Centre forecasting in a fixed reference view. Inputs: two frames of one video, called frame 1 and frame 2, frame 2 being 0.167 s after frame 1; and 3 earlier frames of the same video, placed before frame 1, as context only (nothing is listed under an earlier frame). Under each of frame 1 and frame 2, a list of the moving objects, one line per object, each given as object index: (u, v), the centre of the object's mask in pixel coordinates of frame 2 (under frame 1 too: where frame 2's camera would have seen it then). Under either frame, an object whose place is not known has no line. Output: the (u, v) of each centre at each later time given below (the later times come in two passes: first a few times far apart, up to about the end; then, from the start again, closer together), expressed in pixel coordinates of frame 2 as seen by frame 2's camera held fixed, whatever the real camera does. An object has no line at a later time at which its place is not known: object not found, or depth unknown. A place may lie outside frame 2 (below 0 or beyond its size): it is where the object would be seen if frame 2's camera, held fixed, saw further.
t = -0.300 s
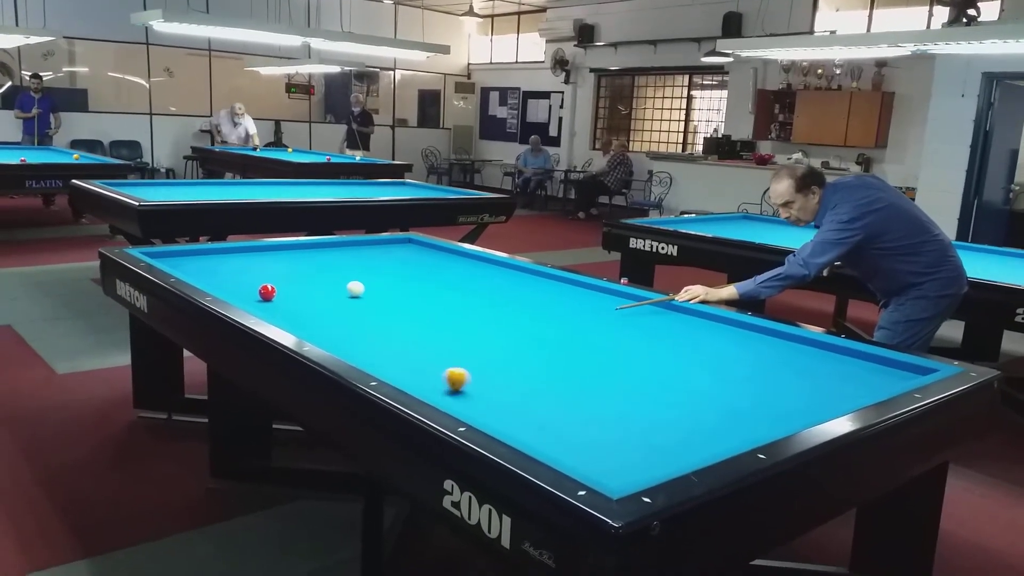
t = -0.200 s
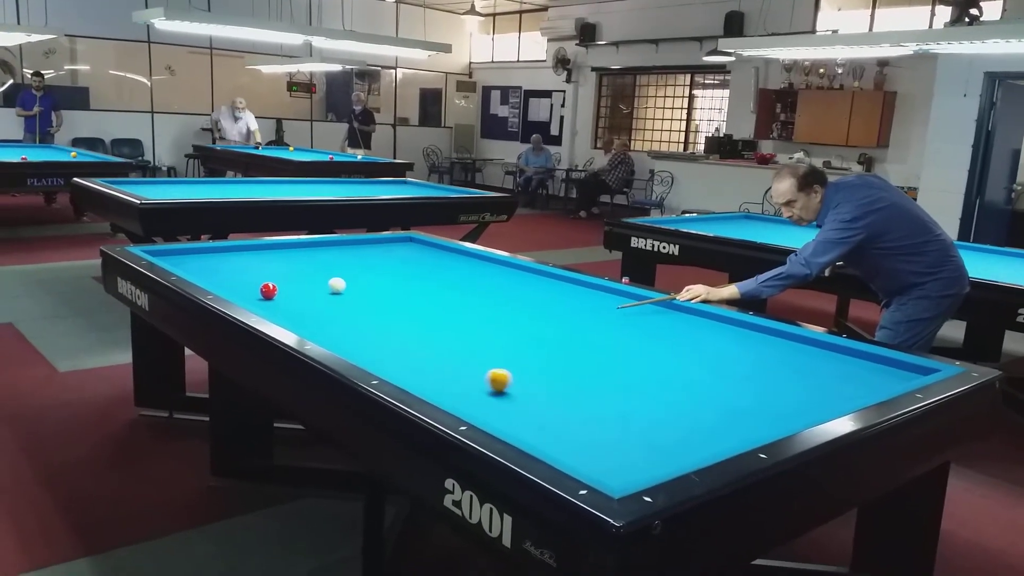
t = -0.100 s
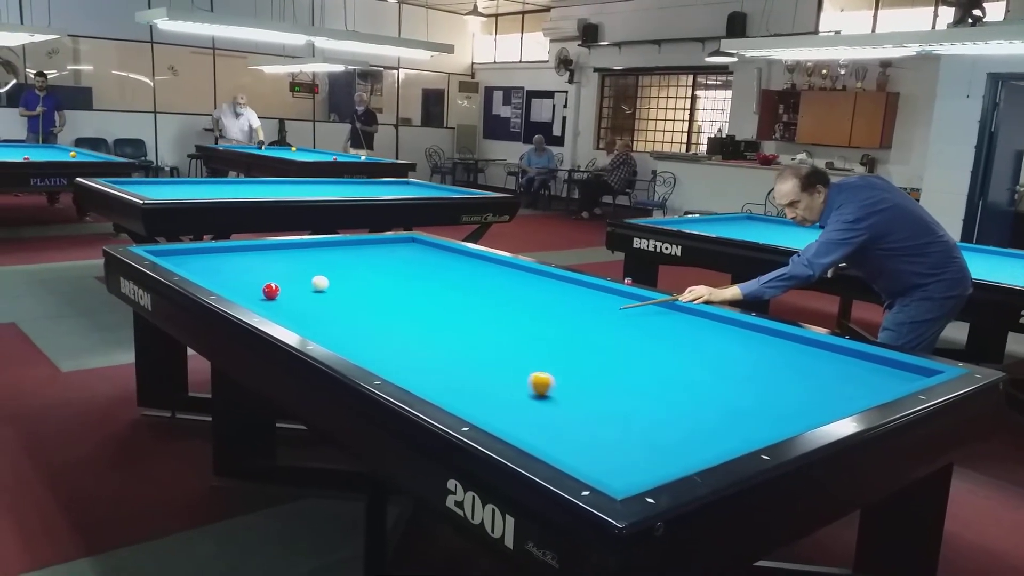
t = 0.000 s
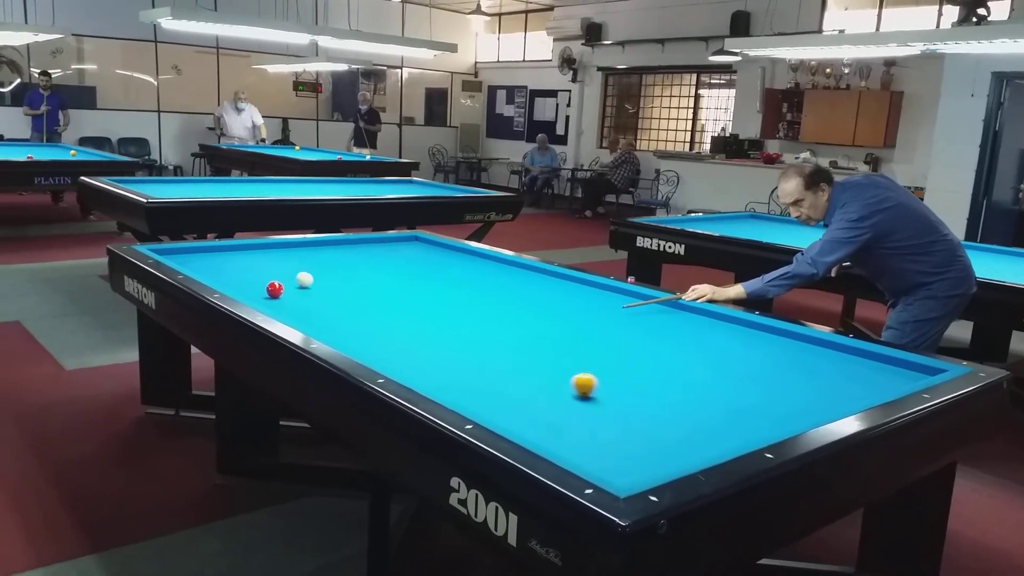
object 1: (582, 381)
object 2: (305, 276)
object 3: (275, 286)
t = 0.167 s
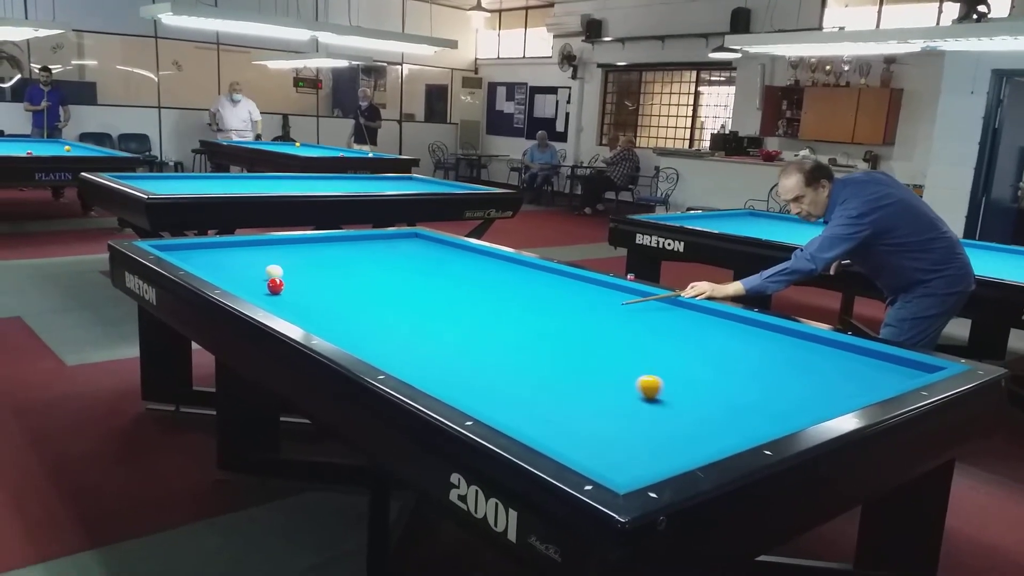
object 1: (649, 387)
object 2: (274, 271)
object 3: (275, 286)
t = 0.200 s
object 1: (664, 388)
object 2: (268, 271)
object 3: (275, 286)
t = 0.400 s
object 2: (232, 267)
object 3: (274, 285)
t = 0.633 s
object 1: (837, 398)
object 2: (193, 261)
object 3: (275, 286)
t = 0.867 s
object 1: (837, 382)
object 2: (189, 257)
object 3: (275, 286)
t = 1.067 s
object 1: (836, 367)
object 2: (192, 253)
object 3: (275, 286)
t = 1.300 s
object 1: (835, 353)
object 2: (194, 248)
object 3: (275, 285)
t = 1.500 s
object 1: (830, 342)
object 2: (196, 245)
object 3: (275, 286)
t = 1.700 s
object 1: (791, 339)
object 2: (210, 246)
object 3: (275, 286)
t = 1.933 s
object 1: (747, 335)
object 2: (226, 247)
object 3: (274, 286)
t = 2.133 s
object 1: (712, 332)
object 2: (240, 248)
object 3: (274, 286)
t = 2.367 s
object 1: (673, 328)
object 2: (256, 250)
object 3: (275, 286)
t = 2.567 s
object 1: (639, 325)
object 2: (269, 251)
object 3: (275, 286)
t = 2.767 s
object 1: (608, 322)
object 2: (282, 252)
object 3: (275, 285)
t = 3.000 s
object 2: (296, 254)
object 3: (274, 286)
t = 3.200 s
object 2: (308, 255)
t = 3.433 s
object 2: (322, 256)
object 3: (274, 286)
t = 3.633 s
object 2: (333, 257)
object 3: (274, 286)
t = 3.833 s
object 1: (455, 310)
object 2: (344, 258)
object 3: (274, 286)
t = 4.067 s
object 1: (425, 307)
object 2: (357, 259)
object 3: (275, 286)
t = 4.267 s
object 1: (400, 305)
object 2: (367, 260)
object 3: (275, 286)
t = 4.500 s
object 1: (371, 303)
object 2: (378, 261)
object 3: (275, 286)
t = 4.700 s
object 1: (347, 301)
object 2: (387, 262)
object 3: (275, 286)
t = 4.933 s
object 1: (320, 299)
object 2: (397, 263)
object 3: (275, 286)
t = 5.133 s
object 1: (297, 297)
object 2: (406, 264)
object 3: (275, 286)
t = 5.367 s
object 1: (272, 295)
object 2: (415, 264)
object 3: (276, 283)
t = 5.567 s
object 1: (251, 291)
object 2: (422, 265)
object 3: (275, 286)
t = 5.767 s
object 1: (253, 290)
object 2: (430, 266)
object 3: (275, 286)
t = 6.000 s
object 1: (257, 288)
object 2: (437, 267)
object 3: (275, 286)
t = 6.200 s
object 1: (257, 285)
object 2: (443, 267)
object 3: (277, 286)
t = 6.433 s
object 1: (257, 283)
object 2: (450, 268)
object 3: (280, 285)
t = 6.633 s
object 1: (257, 281)
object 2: (455, 269)
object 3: (282, 285)
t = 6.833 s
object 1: (256, 279)
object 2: (460, 269)
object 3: (284, 285)
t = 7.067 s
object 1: (256, 277)
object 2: (465, 270)
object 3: (285, 285)
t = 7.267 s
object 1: (256, 276)
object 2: (468, 270)
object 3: (285, 285)
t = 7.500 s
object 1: (255, 274)
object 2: (472, 270)
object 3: (285, 285)
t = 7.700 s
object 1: (255, 273)
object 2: (475, 270)
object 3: (285, 285)
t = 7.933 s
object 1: (255, 272)
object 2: (478, 271)
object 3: (285, 285)
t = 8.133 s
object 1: (255, 271)
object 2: (480, 271)
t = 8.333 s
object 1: (255, 270)
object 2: (482, 271)
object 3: (285, 285)
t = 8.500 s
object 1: (254, 269)
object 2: (484, 271)
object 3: (285, 285)
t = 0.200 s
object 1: (664, 388)
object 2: (268, 271)
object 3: (275, 286)
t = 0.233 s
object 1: (677, 389)
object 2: (262, 271)
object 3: (275, 286)
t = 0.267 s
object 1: (689, 390)
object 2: (256, 270)
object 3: (275, 286)
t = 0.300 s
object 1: (702, 390)
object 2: (250, 270)
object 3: (275, 286)
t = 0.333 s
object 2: (244, 268)
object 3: (274, 285)
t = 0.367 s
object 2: (237, 267)
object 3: (274, 285)
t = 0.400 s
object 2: (232, 267)
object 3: (274, 285)
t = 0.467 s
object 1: (768, 395)
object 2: (221, 266)
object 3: (275, 285)
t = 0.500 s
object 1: (784, 397)
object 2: (216, 265)
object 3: (275, 285)
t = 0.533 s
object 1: (798, 398)
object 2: (210, 265)
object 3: (275, 286)
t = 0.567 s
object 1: (813, 400)
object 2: (204, 264)
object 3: (275, 286)
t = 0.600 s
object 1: (825, 400)
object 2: (199, 263)
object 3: (275, 286)
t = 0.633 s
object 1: (837, 398)
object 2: (193, 261)
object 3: (275, 286)
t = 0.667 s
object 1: (839, 397)
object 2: (188, 260)
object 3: (275, 286)
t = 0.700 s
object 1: (838, 395)
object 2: (187, 260)
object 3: (275, 286)
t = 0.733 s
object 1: (837, 393)
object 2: (188, 259)
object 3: (275, 286)
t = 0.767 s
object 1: (837, 390)
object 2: (188, 259)
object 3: (275, 285)
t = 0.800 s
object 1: (837, 387)
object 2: (189, 258)
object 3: (275, 286)
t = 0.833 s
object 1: (837, 384)
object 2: (189, 258)
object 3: (275, 286)
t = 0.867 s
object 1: (837, 382)
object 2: (189, 257)
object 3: (275, 286)
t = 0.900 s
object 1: (837, 379)
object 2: (189, 257)
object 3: (275, 286)
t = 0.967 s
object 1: (836, 374)
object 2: (190, 255)
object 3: (275, 286)
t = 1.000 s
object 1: (836, 372)
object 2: (191, 254)
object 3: (275, 286)
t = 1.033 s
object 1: (836, 369)
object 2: (191, 254)
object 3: (275, 286)
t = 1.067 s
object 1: (836, 367)
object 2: (192, 253)
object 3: (275, 286)
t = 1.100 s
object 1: (836, 365)
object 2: (192, 252)
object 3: (275, 285)
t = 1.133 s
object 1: (836, 363)
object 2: (192, 251)
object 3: (275, 285)
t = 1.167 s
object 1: (835, 360)
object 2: (193, 251)
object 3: (275, 286)
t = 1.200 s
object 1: (835, 358)
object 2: (193, 250)
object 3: (275, 286)
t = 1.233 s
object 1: (835, 357)
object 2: (193, 250)
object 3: (275, 286)
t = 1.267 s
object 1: (835, 355)
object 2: (194, 249)
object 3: (275, 285)
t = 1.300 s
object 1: (835, 353)
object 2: (194, 248)
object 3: (275, 285)
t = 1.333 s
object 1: (835, 350)
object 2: (194, 248)
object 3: (275, 285)
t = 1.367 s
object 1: (835, 348)
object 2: (195, 247)
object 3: (275, 285)
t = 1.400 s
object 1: (835, 347)
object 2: (195, 246)
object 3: (275, 286)
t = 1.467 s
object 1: (834, 343)
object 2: (195, 245)
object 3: (275, 286)
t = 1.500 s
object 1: (830, 342)
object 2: (196, 245)
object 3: (275, 286)
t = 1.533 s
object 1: (822, 342)
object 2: (198, 245)
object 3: (275, 286)
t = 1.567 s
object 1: (816, 341)
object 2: (200, 245)
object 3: (275, 286)
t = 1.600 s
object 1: (810, 340)
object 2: (203, 245)
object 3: (275, 286)
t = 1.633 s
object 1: (803, 340)
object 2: (205, 245)
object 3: (275, 286)
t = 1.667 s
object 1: (797, 339)
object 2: (208, 246)
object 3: (274, 286)
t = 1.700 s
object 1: (791, 339)
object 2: (210, 246)
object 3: (275, 286)
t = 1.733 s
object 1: (784, 338)
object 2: (212, 246)
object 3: (275, 286)
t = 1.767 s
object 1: (778, 337)
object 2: (215, 246)
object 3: (275, 286)
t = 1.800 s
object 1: (772, 337)
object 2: (217, 246)
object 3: (275, 286)
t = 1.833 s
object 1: (765, 337)
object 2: (219, 247)
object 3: (274, 286)
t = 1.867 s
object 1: (760, 336)
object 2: (222, 247)
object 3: (274, 286)
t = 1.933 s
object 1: (747, 335)
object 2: (226, 247)
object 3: (274, 286)
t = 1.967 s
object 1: (742, 335)
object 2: (229, 247)
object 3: (274, 286)
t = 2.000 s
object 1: (736, 334)
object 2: (231, 248)
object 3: (274, 286)
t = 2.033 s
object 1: (730, 334)
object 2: (233, 248)
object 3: (274, 286)
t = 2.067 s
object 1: (724, 333)
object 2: (236, 248)
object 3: (274, 286)
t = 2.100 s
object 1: (718, 332)
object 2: (238, 248)
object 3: (274, 286)
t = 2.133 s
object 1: (712, 332)
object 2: (240, 248)
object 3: (274, 286)
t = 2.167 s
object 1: (706, 331)
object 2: (243, 249)
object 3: (274, 286)
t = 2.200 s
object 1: (701, 331)
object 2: (245, 249)
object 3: (274, 286)
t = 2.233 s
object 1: (695, 330)
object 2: (247, 249)
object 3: (274, 286)
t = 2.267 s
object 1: (689, 330)
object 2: (250, 249)
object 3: (274, 286)
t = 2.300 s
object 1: (684, 329)
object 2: (252, 249)
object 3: (274, 286)
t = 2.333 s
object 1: (678, 329)
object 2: (254, 250)
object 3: (274, 286)
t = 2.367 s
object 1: (673, 328)
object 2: (256, 250)
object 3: (275, 286)
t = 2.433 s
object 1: (661, 327)
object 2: (261, 251)
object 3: (275, 286)
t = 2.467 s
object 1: (656, 327)
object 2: (263, 251)
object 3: (275, 286)
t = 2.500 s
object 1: (650, 326)
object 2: (265, 251)
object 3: (275, 286)
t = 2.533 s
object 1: (645, 326)
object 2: (267, 251)
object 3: (275, 286)
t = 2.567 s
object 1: (639, 325)
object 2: (269, 251)
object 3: (275, 286)
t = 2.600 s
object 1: (634, 325)
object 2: (272, 251)
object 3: (275, 286)
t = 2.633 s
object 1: (629, 324)
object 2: (274, 252)
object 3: (275, 286)
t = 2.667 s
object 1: (623, 324)
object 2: (276, 252)
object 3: (275, 286)
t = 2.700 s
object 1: (618, 323)
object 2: (278, 252)
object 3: (275, 286)
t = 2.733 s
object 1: (613, 323)
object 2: (280, 252)
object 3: (275, 285)
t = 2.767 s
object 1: (608, 322)
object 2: (282, 252)
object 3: (275, 285)
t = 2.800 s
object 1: (602, 322)
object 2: (285, 253)
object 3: (275, 286)
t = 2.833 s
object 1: (597, 322)
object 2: (286, 253)
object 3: (274, 286)
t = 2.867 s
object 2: (289, 253)
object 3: (275, 286)
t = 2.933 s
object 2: (293, 254)
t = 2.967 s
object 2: (295, 254)
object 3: (274, 286)
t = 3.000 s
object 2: (296, 254)
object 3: (274, 286)
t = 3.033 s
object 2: (299, 254)
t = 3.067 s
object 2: (300, 254)
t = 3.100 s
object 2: (302, 254)
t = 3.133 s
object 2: (304, 254)
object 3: (273, 286)
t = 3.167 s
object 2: (306, 255)
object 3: (273, 287)
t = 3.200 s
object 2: (308, 255)
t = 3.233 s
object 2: (310, 255)
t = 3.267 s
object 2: (312, 255)
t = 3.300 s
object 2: (314, 255)
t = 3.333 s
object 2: (316, 255)
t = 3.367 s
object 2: (318, 256)
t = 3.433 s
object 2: (322, 256)
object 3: (274, 286)
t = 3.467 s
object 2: (324, 256)
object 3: (274, 286)
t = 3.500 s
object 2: (326, 256)
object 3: (274, 286)
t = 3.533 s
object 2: (328, 257)
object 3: (274, 286)
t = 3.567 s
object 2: (329, 257)
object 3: (274, 286)
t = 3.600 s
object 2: (332, 257)
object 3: (274, 286)
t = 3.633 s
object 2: (333, 257)
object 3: (274, 286)
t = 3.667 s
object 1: (477, 311)
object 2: (335, 257)
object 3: (274, 286)
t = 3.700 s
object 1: (473, 311)
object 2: (337, 257)
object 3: (274, 286)
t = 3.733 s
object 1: (468, 311)
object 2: (339, 257)
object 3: (274, 286)
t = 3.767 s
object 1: (464, 310)
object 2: (341, 258)
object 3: (274, 286)
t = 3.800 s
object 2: (343, 258)
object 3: (274, 286)
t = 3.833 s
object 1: (455, 310)
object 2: (344, 258)
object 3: (274, 286)
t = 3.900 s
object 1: (446, 309)
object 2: (348, 258)
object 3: (274, 286)
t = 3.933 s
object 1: (442, 308)
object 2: (350, 259)
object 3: (275, 286)
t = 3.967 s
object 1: (437, 308)
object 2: (352, 259)
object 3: (275, 286)
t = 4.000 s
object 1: (433, 308)
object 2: (354, 259)
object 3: (275, 286)
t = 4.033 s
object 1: (429, 307)
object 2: (355, 259)
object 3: (275, 286)
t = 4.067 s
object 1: (425, 307)
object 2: (357, 259)
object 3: (275, 286)
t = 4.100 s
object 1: (421, 307)
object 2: (359, 259)
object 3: (275, 286)
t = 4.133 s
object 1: (416, 306)
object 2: (360, 260)
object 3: (275, 286)
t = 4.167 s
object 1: (412, 306)
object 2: (362, 260)
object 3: (275, 286)
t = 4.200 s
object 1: (408, 306)
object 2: (364, 260)
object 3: (275, 286)
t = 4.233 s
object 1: (404, 305)
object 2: (365, 260)
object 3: (275, 286)
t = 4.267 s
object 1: (400, 305)
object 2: (367, 260)
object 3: (275, 286)
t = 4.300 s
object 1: (396, 305)
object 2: (369, 260)
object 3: (275, 286)
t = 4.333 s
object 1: (391, 304)
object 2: (370, 260)
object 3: (275, 286)
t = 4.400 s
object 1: (383, 304)
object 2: (374, 261)
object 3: (275, 287)
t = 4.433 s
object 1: (379, 304)
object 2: (375, 261)
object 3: (275, 286)
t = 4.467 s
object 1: (375, 303)
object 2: (377, 261)
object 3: (275, 286)
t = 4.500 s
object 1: (371, 303)
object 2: (378, 261)
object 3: (275, 286)
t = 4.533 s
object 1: (367, 302)
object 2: (380, 261)
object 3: (275, 286)
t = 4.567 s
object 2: (381, 261)
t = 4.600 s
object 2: (383, 261)
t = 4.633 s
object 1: (355, 301)
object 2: (384, 261)
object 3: (276, 285)
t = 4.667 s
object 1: (351, 301)
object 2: (386, 262)
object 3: (275, 286)
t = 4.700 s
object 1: (347, 301)
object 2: (387, 262)
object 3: (275, 286)
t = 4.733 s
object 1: (343, 301)
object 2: (389, 262)
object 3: (274, 286)
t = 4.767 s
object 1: (339, 301)
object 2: (390, 263)
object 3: (275, 287)
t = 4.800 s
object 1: (335, 300)
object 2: (392, 262)
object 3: (275, 286)
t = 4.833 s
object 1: (331, 300)
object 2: (393, 263)
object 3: (275, 286)
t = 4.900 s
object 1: (324, 299)
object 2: (396, 263)
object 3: (275, 286)
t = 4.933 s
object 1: (320, 299)
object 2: (397, 263)
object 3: (275, 286)
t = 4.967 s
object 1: (316, 298)
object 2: (399, 263)
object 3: (275, 286)
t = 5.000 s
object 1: (312, 298)
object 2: (400, 263)
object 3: (275, 286)
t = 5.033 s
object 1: (308, 298)
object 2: (402, 263)
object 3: (275, 286)
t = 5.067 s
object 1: (304, 298)
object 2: (403, 263)
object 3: (275, 286)
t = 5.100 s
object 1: (301, 297)
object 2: (404, 263)
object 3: (275, 286)
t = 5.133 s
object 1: (297, 297)
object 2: (406, 264)
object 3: (275, 286)
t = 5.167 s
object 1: (294, 297)
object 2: (407, 264)
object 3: (275, 286)
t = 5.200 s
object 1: (290, 296)
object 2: (409, 264)
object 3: (275, 286)
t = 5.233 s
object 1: (286, 296)
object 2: (410, 264)
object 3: (274, 285)
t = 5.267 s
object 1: (283, 296)
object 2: (411, 264)
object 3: (274, 285)
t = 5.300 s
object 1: (279, 295)
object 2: (412, 264)
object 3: (274, 283)
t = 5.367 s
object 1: (272, 295)
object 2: (415, 264)
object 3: (276, 283)
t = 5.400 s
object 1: (268, 295)
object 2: (416, 264)
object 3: (276, 284)
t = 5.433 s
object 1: (265, 294)
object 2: (418, 265)
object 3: (276, 285)
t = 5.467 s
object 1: (261, 294)
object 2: (419, 265)
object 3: (275, 286)
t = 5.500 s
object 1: (258, 292)
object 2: (420, 265)
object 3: (275, 286)
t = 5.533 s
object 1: (255, 292)
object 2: (421, 265)
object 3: (275, 286)
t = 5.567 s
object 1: (251, 291)
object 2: (422, 265)
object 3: (275, 286)
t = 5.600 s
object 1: (251, 291)
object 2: (423, 265)
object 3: (275, 286)
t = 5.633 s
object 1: (251, 291)
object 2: (425, 265)
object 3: (275, 286)
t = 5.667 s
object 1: (252, 290)
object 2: (426, 265)
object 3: (275, 286)
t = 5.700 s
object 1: (252, 290)
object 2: (427, 266)
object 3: (275, 286)
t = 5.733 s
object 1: (253, 290)
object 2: (428, 266)
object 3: (275, 286)
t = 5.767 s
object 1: (253, 290)
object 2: (430, 266)
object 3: (275, 286)
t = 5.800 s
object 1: (254, 289)
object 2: (431, 266)
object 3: (275, 286)
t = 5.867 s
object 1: (254, 289)
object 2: (433, 266)
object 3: (275, 286)
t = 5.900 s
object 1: (255, 289)
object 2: (434, 266)
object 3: (275, 286)
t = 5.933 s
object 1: (255, 289)
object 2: (435, 267)
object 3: (275, 287)
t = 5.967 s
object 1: (256, 288)
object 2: (436, 266)
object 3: (275, 286)
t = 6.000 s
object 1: (257, 288)
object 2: (437, 267)
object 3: (275, 286)
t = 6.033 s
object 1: (257, 287)
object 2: (438, 267)
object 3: (275, 286)
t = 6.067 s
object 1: (258, 286)
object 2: (439, 266)
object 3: (276, 285)
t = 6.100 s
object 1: (258, 285)
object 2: (440, 266)
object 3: (276, 285)
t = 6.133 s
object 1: (258, 285)
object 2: (441, 267)
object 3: (276, 285)
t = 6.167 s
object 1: (258, 286)
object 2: (443, 267)
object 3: (277, 286)
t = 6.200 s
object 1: (257, 285)
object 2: (443, 267)
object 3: (277, 286)
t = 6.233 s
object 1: (257, 285)
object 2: (444, 267)
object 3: (277, 286)
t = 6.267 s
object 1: (257, 285)
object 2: (445, 268)
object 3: (277, 286)
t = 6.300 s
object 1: (257, 284)
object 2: (446, 268)
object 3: (278, 286)
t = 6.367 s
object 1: (257, 283)
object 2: (448, 268)
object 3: (279, 286)
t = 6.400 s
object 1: (257, 283)
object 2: (449, 268)
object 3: (280, 286)
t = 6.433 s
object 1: (257, 283)
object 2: (450, 268)
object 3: (280, 285)
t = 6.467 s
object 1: (257, 282)
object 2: (451, 268)
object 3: (281, 285)
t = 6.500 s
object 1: (257, 282)
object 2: (452, 268)
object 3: (281, 285)
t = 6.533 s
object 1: (257, 282)
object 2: (453, 268)
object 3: (281, 285)
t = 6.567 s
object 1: (257, 282)
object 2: (453, 268)
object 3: (282, 285)
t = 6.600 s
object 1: (257, 281)
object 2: (454, 268)
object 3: (282, 285)
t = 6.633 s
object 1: (257, 281)
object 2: (455, 269)
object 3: (282, 285)
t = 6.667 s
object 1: (257, 281)
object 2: (456, 269)
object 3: (282, 285)
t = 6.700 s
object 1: (257, 280)
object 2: (457, 269)
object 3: (283, 285)
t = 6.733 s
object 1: (257, 280)
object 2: (457, 269)
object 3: (283, 285)
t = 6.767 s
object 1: (256, 280)
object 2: (458, 269)
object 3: (283, 285)
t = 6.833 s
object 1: (256, 279)
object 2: (460, 269)
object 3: (284, 285)
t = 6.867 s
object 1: (256, 279)
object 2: (460, 269)
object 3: (284, 285)
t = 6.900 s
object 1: (256, 279)
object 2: (461, 269)
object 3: (284, 285)
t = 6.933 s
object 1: (256, 278)
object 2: (462, 269)
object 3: (284, 285)
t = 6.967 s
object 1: (256, 278)
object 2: (463, 269)
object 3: (284, 285)
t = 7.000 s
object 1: (256, 278)
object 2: (464, 269)
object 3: (284, 285)
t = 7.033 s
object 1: (256, 277)
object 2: (464, 269)
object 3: (284, 285)
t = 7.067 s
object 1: (256, 277)
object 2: (465, 270)
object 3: (285, 285)
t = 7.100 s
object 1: (256, 277)
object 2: (465, 270)
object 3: (285, 285)
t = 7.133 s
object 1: (256, 277)
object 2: (466, 270)
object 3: (285, 285)
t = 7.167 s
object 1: (256, 277)
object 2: (467, 270)
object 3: (285, 285)
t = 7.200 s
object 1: (256, 276)
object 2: (467, 270)
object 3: (285, 285)
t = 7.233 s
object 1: (256, 276)
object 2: (468, 270)
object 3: (285, 285)
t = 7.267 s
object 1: (256, 276)
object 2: (468, 270)
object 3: (285, 285)
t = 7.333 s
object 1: (256, 275)
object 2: (470, 270)
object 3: (285, 285)
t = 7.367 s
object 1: (255, 275)
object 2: (470, 270)
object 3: (285, 285)
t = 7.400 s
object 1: (256, 275)
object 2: (471, 270)
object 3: (285, 285)
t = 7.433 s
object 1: (255, 275)
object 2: (471, 270)
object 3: (285, 285)
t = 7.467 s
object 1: (255, 274)
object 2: (472, 270)
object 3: (285, 285)
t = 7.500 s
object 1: (255, 274)
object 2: (472, 270)
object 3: (285, 285)
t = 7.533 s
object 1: (255, 274)
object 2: (473, 270)
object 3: (285, 285)
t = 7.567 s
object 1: (255, 274)
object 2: (473, 270)
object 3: (285, 285)
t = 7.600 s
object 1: (255, 274)
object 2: (474, 270)
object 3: (285, 285)
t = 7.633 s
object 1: (255, 273)
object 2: (475, 270)
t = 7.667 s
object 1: (255, 273)
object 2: (475, 270)
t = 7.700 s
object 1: (255, 273)
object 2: (475, 270)
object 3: (285, 285)
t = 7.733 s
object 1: (255, 273)
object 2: (476, 271)
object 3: (285, 285)
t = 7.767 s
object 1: (255, 272)
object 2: (476, 271)
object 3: (285, 285)
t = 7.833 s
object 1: (255, 272)
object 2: (477, 271)
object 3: (285, 285)
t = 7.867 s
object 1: (255, 272)
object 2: (477, 271)
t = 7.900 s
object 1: (255, 272)
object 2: (478, 271)
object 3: (285, 285)
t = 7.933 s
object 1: (255, 272)
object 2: (478, 271)
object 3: (285, 285)
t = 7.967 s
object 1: (255, 271)
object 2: (478, 271)
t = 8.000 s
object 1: (255, 271)
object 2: (479, 271)
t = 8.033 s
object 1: (255, 271)
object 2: (479, 271)
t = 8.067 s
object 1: (255, 271)
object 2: (480, 271)
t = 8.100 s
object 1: (255, 271)
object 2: (480, 271)
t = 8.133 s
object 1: (255, 271)
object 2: (480, 271)
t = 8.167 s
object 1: (255, 271)
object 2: (481, 271)
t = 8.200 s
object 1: (255, 270)
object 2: (481, 271)
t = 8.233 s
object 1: (255, 270)
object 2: (482, 271)
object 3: (285, 285)
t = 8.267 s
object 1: (255, 270)
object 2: (482, 271)
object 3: (285, 285)
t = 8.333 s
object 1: (255, 270)
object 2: (482, 271)
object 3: (285, 285)
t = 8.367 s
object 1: (255, 270)
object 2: (483, 272)
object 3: (285, 285)
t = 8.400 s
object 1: (255, 270)
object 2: (483, 272)
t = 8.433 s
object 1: (255, 269)
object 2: (483, 271)
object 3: (285, 285)
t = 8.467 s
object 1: (255, 269)
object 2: (483, 271)
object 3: (285, 285)
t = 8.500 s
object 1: (254, 269)
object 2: (484, 271)
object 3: (285, 285)
